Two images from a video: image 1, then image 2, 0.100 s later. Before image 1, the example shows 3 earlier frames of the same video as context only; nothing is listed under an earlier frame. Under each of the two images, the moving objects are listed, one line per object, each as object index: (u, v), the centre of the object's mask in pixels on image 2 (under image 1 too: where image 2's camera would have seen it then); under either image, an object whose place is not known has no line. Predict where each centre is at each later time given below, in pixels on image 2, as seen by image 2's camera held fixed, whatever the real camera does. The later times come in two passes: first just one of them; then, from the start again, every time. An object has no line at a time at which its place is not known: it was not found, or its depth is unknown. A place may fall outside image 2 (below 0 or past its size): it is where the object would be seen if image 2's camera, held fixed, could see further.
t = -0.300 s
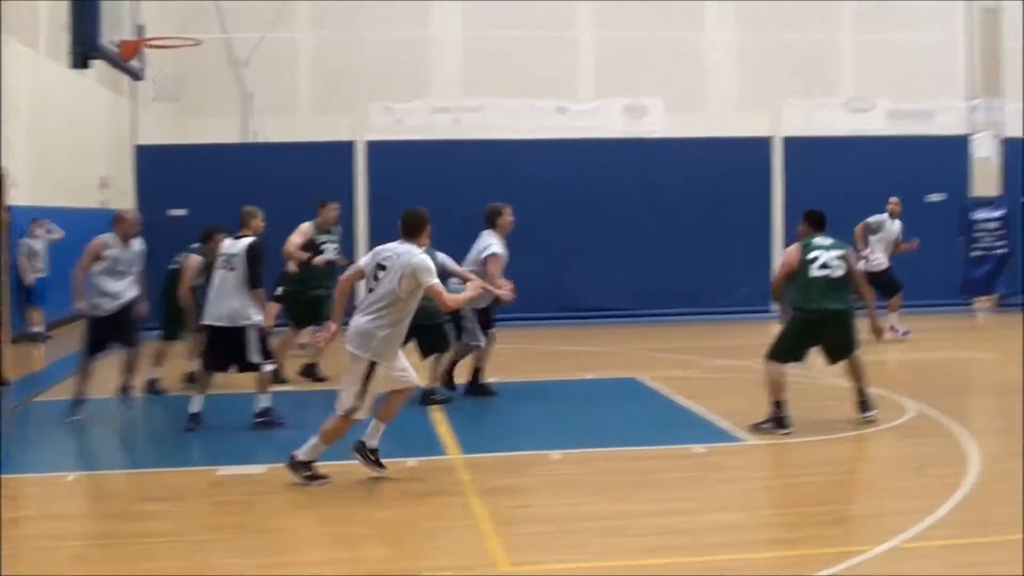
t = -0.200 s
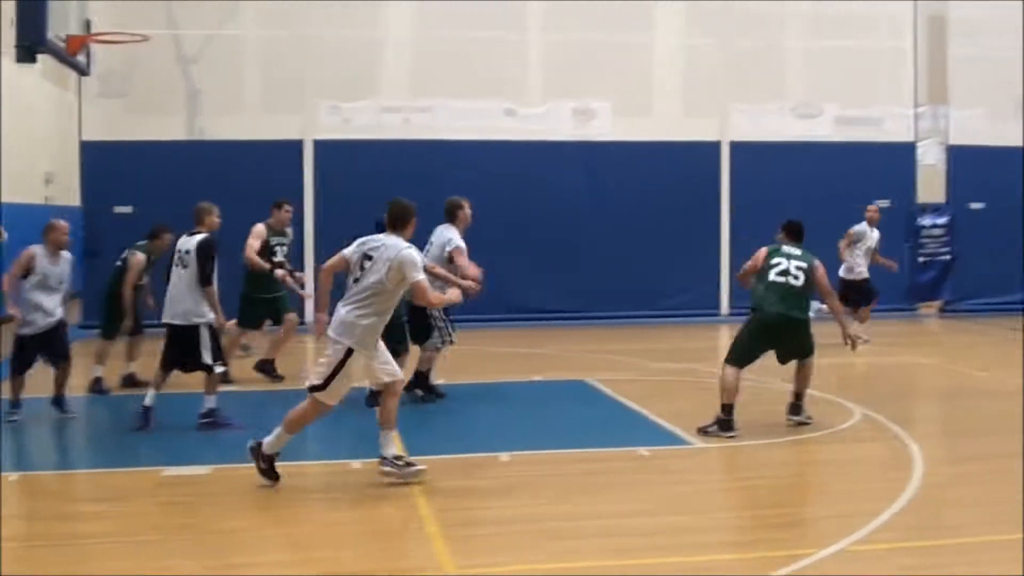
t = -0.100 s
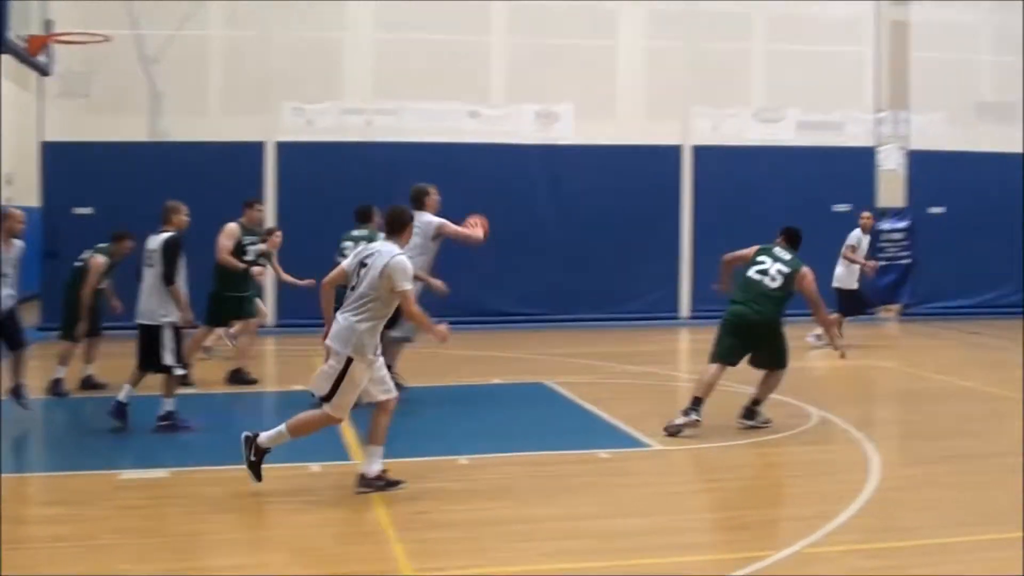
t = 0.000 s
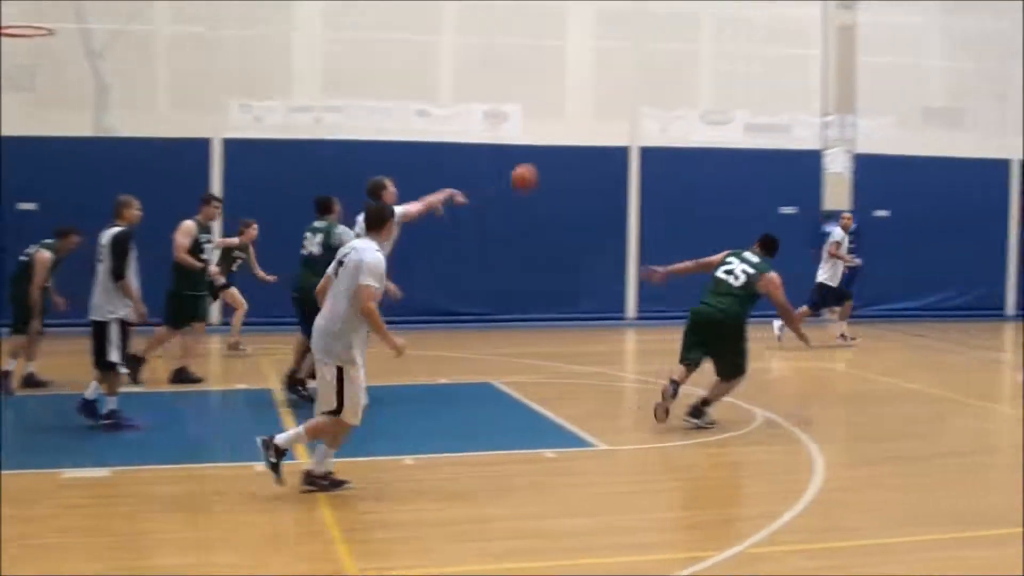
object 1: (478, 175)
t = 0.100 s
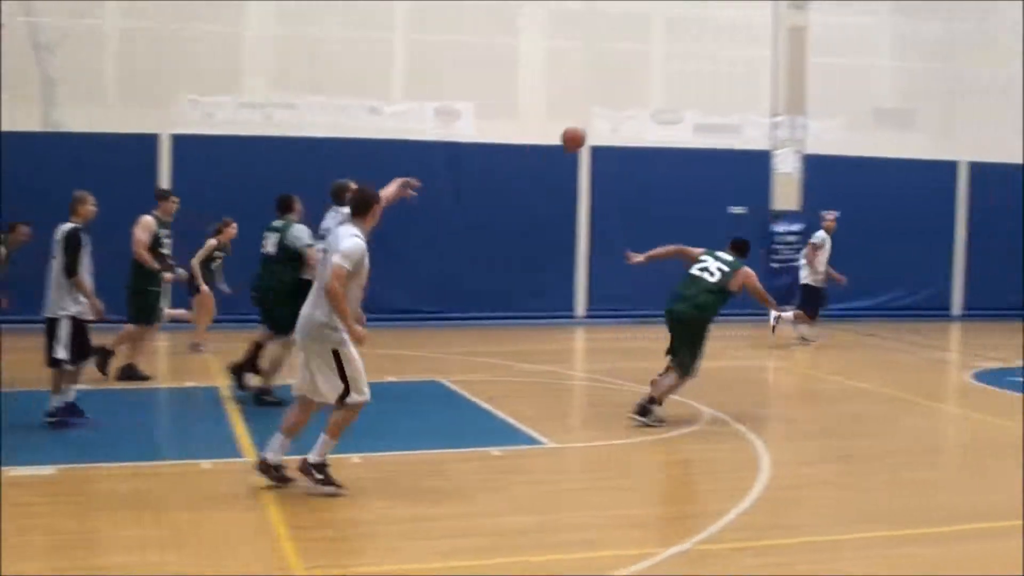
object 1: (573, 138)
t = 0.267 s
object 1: (722, 100)
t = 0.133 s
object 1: (604, 128)
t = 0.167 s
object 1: (635, 119)
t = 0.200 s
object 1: (664, 112)
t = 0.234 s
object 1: (694, 105)
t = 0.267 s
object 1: (722, 100)
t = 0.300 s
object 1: (750, 96)
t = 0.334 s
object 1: (776, 94)
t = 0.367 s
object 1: (802, 92)
